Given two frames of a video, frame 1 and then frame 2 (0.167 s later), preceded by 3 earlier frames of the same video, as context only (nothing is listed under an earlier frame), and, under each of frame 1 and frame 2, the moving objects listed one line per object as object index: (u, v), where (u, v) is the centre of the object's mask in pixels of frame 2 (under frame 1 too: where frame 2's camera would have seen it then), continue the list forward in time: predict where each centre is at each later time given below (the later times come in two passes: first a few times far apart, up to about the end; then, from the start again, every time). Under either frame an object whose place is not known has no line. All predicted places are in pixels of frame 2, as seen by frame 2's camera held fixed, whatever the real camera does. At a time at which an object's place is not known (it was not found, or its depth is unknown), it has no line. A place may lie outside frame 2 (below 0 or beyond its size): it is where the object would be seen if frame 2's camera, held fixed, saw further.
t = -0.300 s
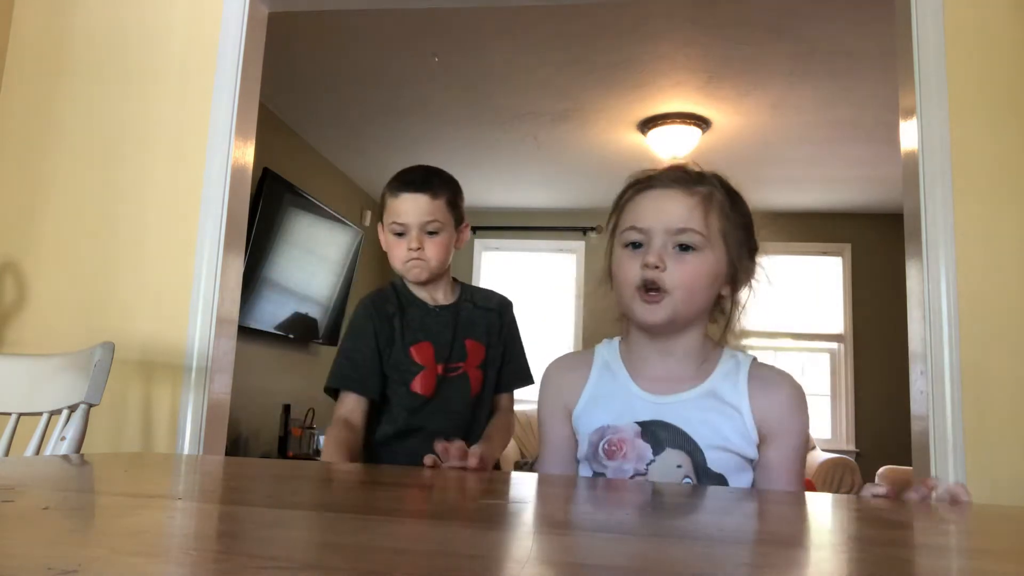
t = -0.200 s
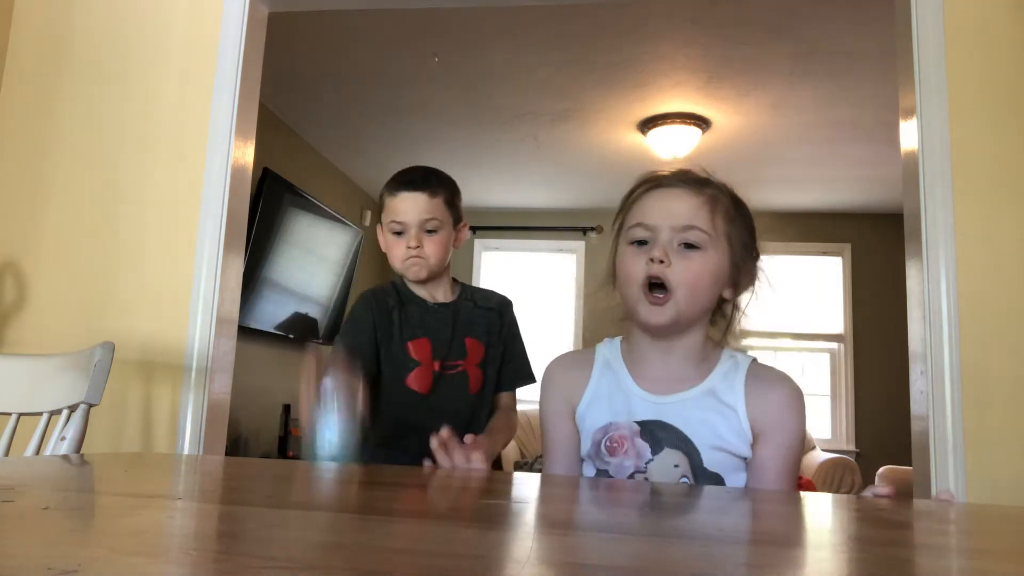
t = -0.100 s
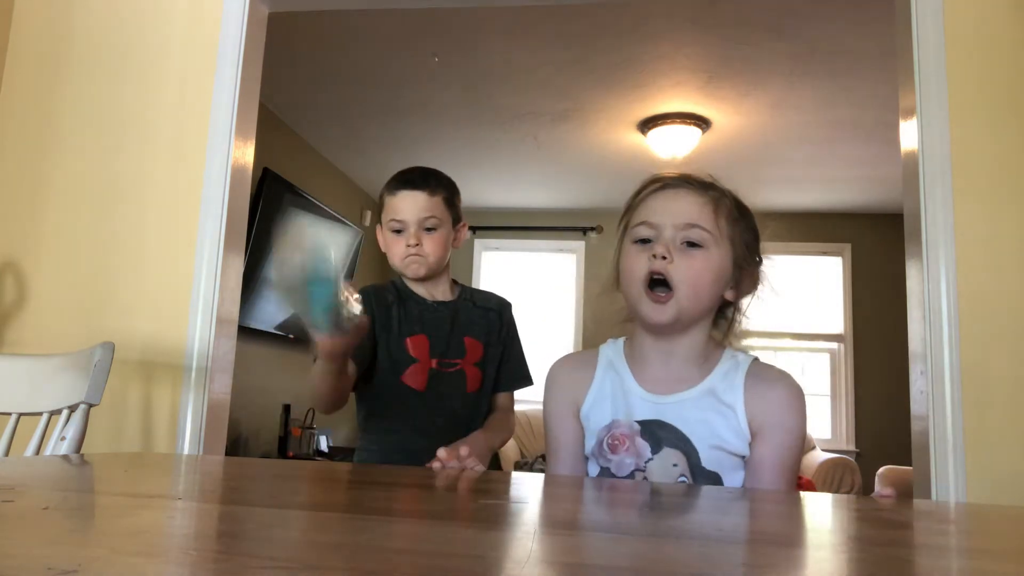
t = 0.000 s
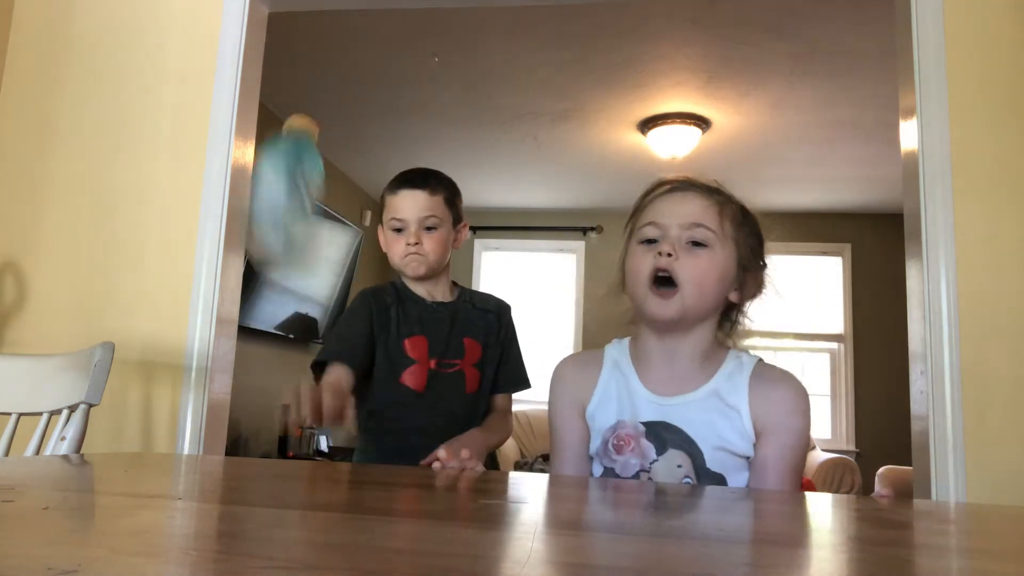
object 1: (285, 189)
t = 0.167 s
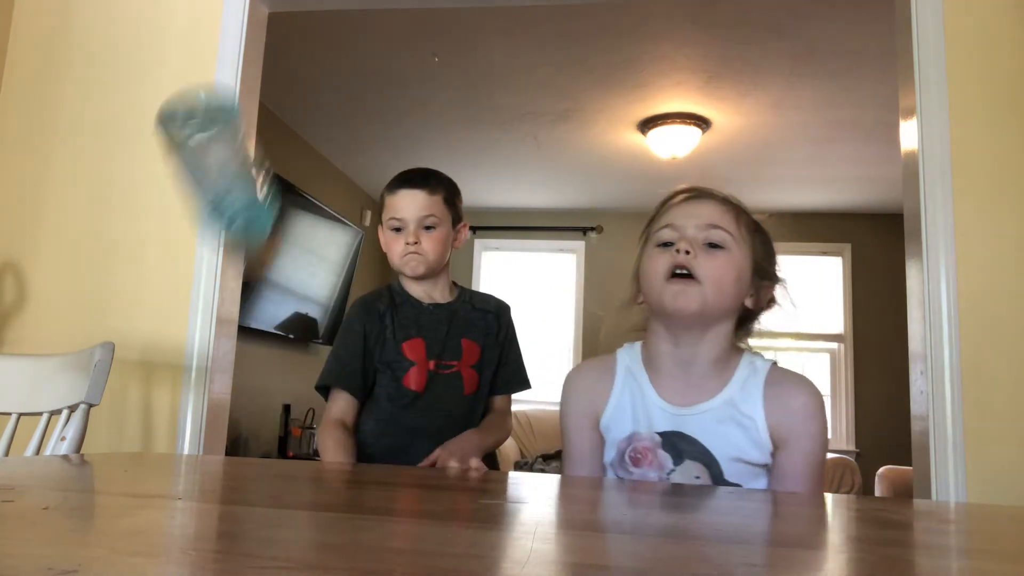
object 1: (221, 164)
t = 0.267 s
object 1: (174, 341)
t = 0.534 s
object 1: (78, 357)
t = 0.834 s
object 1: (42, 435)
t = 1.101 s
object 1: (34, 436)
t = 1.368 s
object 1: (33, 436)
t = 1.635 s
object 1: (33, 436)
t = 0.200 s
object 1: (209, 199)
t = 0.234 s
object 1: (192, 261)
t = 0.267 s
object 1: (174, 341)
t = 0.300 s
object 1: (165, 351)
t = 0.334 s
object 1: (156, 351)
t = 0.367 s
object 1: (144, 349)
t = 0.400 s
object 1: (130, 346)
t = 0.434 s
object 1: (119, 344)
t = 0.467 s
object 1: (107, 339)
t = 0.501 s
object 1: (93, 341)
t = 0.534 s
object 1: (78, 357)
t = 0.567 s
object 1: (71, 418)
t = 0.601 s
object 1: (62, 429)
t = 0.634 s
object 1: (59, 428)
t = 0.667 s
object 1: (55, 431)
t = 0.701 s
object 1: (52, 430)
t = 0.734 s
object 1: (49, 432)
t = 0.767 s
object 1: (46, 434)
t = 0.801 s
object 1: (44, 434)
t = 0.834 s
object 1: (42, 435)
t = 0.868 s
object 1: (40, 436)
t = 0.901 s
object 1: (38, 436)
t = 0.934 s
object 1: (36, 436)
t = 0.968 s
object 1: (36, 436)
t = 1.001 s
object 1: (35, 436)
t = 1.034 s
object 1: (35, 436)
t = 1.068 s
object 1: (35, 436)
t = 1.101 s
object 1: (34, 436)
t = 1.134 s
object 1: (34, 436)
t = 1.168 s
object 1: (34, 436)
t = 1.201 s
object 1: (34, 436)
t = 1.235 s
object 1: (33, 436)
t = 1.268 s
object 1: (33, 436)
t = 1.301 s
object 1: (33, 436)
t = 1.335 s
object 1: (33, 436)
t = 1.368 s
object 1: (33, 436)
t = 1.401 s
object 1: (33, 436)
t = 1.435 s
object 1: (33, 436)
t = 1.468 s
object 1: (33, 436)
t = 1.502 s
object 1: (33, 436)
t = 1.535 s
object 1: (33, 436)
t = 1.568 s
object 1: (33, 436)
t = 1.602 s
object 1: (33, 436)
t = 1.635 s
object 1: (33, 436)
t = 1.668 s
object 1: (33, 436)
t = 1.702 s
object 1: (33, 436)
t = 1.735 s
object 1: (33, 436)
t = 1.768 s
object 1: (33, 436)
